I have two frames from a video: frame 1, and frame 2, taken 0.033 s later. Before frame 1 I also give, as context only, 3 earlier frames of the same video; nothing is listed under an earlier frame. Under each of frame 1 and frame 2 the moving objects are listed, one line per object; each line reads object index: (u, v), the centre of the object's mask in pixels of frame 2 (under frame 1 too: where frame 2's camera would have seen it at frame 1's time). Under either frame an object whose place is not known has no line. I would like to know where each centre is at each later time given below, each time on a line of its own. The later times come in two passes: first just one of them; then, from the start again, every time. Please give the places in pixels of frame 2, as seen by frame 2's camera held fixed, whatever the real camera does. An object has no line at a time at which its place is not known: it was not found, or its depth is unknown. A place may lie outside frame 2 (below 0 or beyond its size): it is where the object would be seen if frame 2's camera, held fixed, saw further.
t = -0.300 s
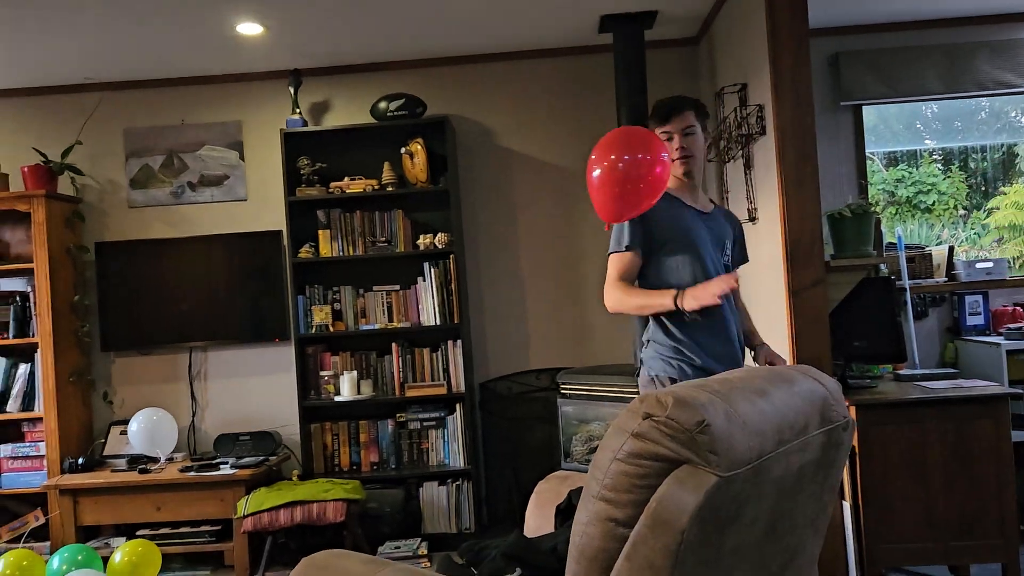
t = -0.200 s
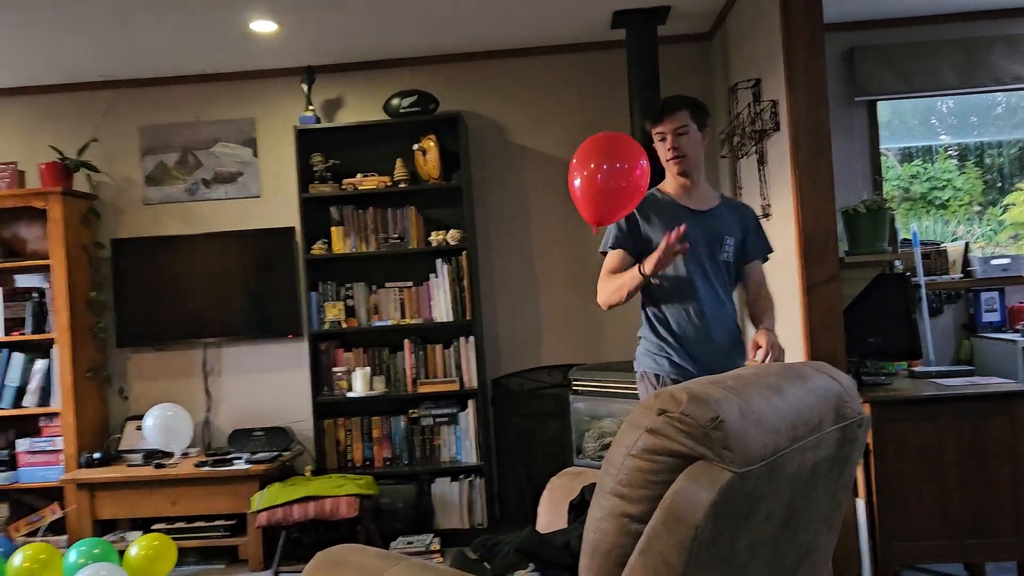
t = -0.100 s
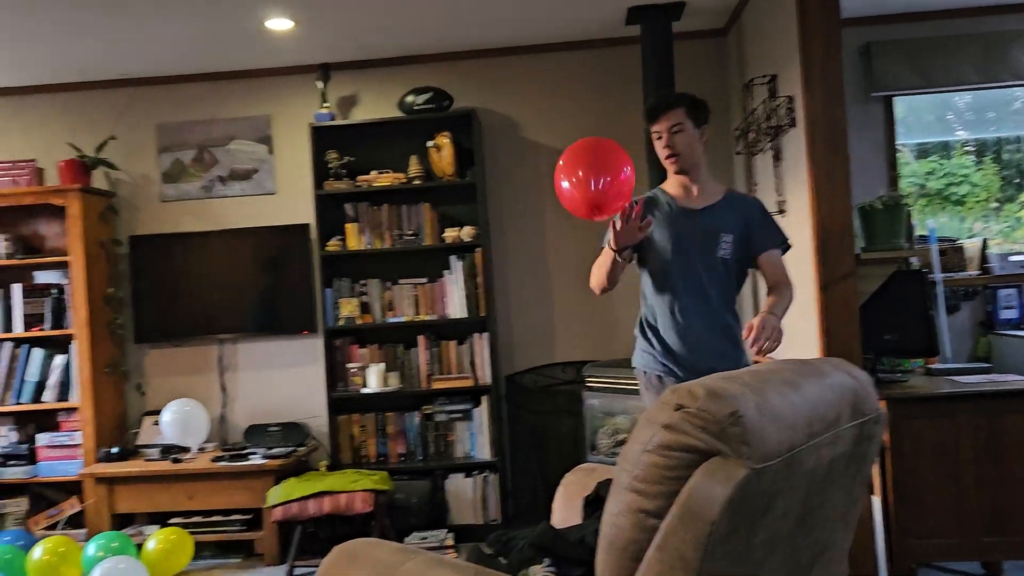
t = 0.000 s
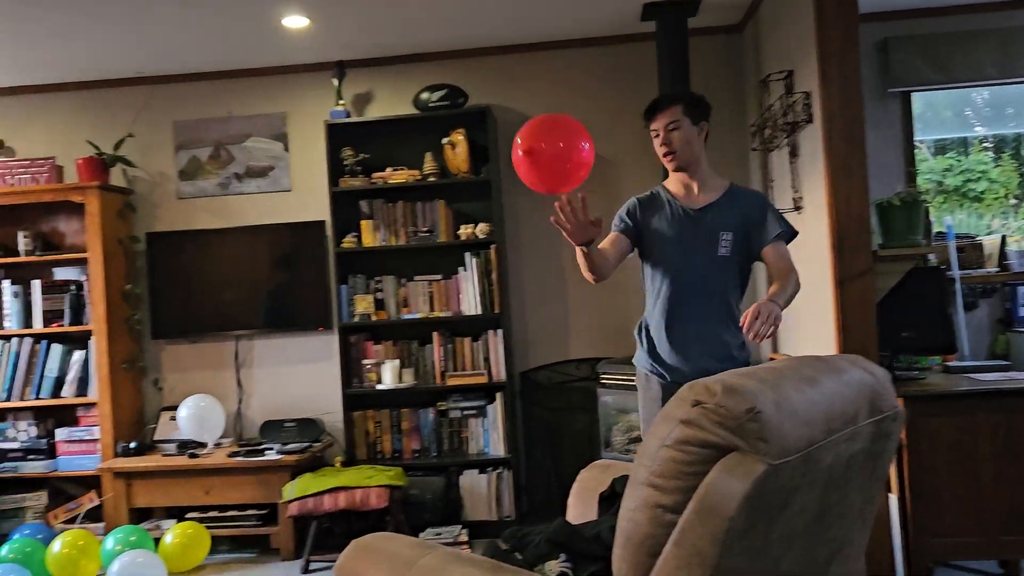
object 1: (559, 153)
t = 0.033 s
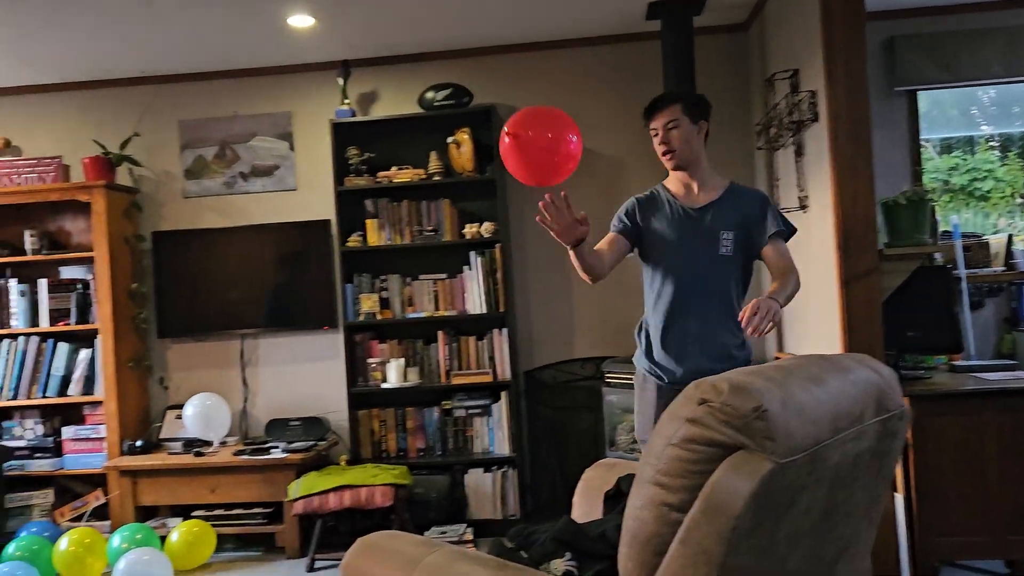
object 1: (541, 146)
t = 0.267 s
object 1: (436, 113)
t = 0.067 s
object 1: (524, 140)
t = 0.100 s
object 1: (507, 134)
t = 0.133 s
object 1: (491, 129)
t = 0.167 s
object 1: (475, 124)
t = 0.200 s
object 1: (463, 121)
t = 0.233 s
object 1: (449, 117)
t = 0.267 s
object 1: (436, 113)
